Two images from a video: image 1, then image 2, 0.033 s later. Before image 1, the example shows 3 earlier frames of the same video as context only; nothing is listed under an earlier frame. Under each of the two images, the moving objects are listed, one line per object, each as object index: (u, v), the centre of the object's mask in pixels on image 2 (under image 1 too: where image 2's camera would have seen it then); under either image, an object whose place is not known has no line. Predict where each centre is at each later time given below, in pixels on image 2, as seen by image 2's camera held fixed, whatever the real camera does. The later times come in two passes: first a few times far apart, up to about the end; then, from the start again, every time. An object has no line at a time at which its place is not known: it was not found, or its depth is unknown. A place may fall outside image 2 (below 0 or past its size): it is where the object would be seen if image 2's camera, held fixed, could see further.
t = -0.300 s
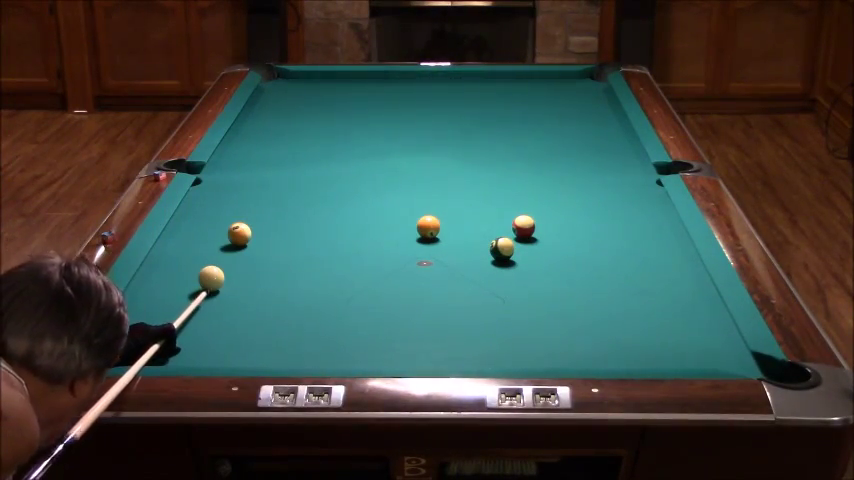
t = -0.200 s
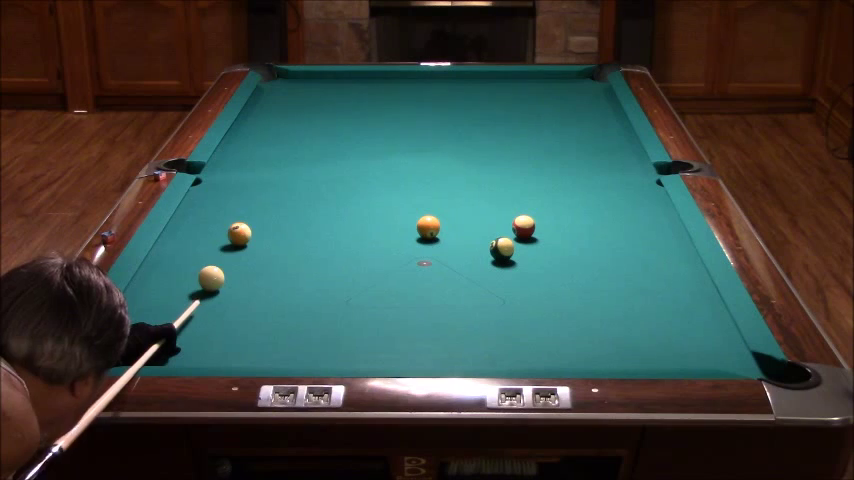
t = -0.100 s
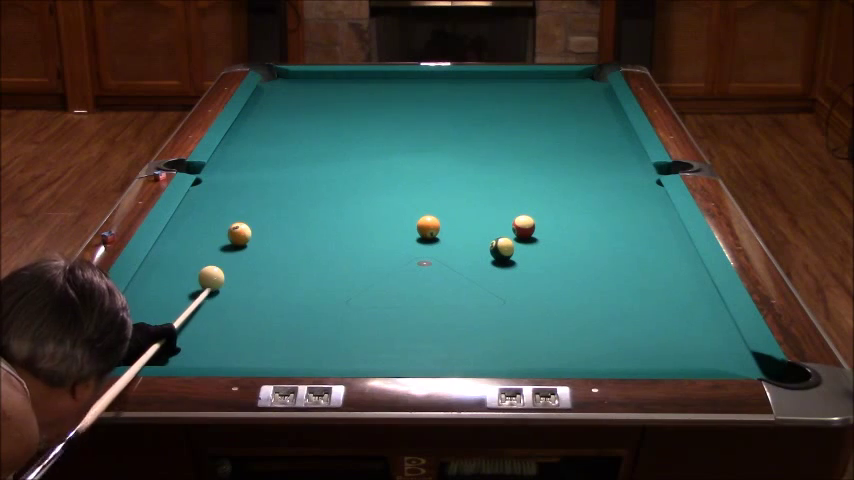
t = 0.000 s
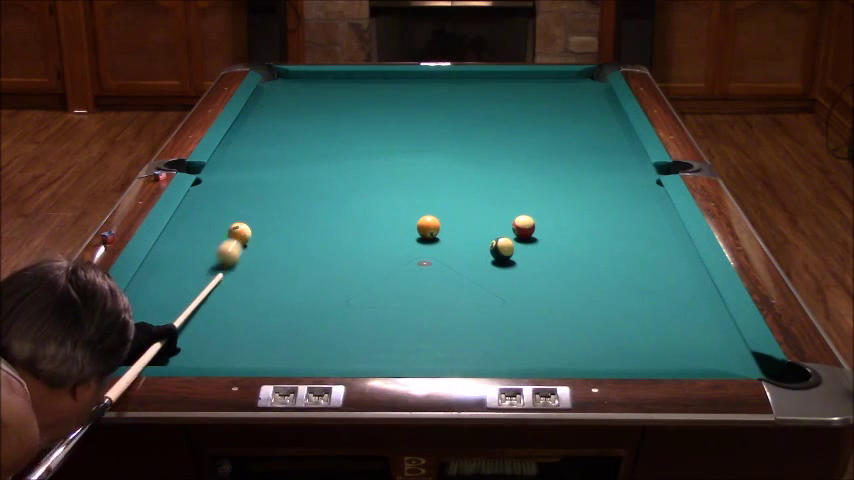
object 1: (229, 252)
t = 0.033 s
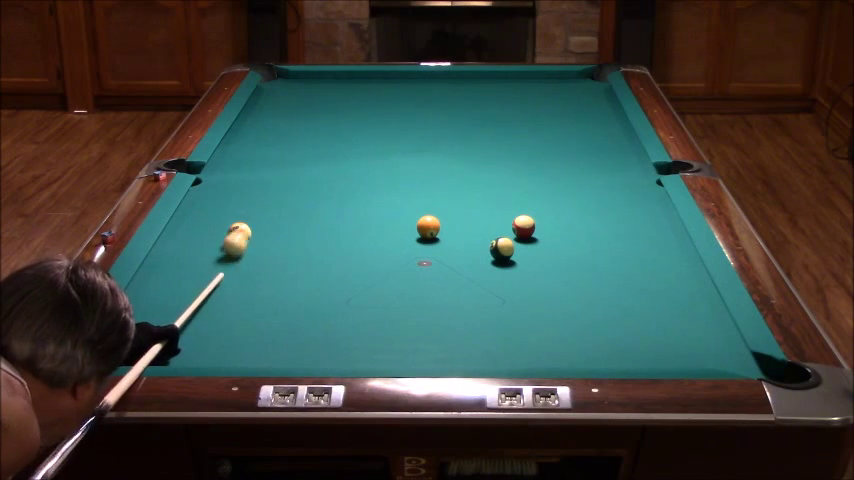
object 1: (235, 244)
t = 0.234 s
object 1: (250, 244)
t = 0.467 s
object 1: (263, 248)
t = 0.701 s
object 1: (274, 251)
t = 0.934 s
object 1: (285, 254)
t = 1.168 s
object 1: (294, 256)
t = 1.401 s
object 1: (301, 258)
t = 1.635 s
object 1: (307, 260)
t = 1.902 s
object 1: (311, 261)
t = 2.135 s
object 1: (313, 262)
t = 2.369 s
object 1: (313, 262)
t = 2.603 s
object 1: (313, 262)
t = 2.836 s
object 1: (314, 262)
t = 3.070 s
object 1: (313, 262)
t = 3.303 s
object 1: (313, 262)
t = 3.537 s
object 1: (313, 262)
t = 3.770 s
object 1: (313, 262)
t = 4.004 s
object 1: (313, 262)
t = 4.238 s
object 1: (313, 262)
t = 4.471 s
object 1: (313, 262)
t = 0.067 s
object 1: (239, 242)
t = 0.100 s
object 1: (242, 242)
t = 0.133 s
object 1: (244, 242)
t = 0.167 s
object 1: (246, 243)
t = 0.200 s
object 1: (248, 243)
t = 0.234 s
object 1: (250, 244)
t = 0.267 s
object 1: (252, 245)
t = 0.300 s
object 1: (254, 245)
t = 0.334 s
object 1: (255, 246)
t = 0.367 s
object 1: (258, 246)
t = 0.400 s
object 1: (259, 247)
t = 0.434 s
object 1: (261, 247)
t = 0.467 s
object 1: (263, 248)
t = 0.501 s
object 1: (264, 248)
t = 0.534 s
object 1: (266, 249)
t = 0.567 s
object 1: (268, 250)
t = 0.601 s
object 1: (270, 250)
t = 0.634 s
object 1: (271, 250)
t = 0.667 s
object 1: (273, 251)
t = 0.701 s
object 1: (274, 251)
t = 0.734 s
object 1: (276, 252)
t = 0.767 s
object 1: (278, 252)
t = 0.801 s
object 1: (279, 253)
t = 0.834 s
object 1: (280, 253)
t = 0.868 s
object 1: (282, 253)
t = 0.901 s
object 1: (283, 254)
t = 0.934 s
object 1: (285, 254)
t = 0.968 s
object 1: (286, 255)
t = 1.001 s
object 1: (287, 255)
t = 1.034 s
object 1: (289, 255)
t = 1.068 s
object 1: (290, 256)
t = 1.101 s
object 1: (291, 256)
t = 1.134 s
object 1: (292, 256)
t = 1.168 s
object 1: (294, 256)
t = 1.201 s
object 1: (295, 257)
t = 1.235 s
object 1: (296, 257)
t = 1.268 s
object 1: (297, 258)
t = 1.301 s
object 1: (298, 258)
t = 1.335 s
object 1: (299, 258)
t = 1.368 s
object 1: (300, 258)
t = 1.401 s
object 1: (301, 258)
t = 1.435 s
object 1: (302, 259)
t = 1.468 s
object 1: (303, 259)
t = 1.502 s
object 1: (303, 259)
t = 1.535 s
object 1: (305, 259)
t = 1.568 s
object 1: (305, 260)
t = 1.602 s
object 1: (306, 260)
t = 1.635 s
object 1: (307, 260)
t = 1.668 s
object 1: (307, 260)
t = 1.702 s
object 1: (308, 261)
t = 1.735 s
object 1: (308, 261)
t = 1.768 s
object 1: (309, 261)
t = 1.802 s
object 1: (309, 261)
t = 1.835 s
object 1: (310, 261)
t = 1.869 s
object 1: (310, 261)
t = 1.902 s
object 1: (311, 261)
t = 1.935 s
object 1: (311, 261)
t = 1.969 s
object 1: (311, 262)
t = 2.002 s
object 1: (312, 262)
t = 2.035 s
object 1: (312, 262)
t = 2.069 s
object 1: (312, 262)
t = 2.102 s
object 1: (312, 262)
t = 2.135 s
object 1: (313, 262)
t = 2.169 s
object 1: (313, 262)
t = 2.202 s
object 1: (313, 262)
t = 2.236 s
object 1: (313, 262)
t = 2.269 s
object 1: (313, 262)
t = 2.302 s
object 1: (313, 262)
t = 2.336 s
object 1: (313, 262)
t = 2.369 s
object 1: (313, 262)
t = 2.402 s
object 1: (314, 262)
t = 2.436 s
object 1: (314, 262)
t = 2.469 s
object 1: (314, 262)
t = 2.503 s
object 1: (313, 262)
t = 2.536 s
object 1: (314, 262)
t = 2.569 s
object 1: (313, 262)
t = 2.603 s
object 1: (313, 262)
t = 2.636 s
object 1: (314, 262)
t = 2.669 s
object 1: (314, 262)
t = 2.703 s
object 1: (313, 262)
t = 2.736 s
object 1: (313, 262)
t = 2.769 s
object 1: (313, 262)
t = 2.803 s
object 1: (313, 262)
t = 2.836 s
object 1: (314, 262)
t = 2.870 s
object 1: (314, 262)
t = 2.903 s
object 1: (314, 262)
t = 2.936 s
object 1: (313, 262)
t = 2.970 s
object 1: (313, 262)
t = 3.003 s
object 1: (313, 262)
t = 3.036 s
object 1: (313, 262)
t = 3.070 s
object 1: (313, 262)
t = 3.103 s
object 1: (313, 262)
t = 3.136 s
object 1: (313, 262)
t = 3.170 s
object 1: (313, 262)
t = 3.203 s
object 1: (313, 262)
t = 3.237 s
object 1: (313, 262)
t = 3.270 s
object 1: (313, 262)
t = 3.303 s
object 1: (313, 262)
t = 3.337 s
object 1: (313, 262)
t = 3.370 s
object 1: (313, 262)
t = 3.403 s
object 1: (313, 262)
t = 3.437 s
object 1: (313, 262)
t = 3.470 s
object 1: (313, 262)
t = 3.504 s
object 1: (313, 262)
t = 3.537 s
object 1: (313, 262)
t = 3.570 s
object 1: (313, 262)
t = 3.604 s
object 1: (313, 262)
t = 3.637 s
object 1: (313, 262)
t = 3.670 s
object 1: (313, 262)
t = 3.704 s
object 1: (313, 262)
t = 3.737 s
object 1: (313, 262)
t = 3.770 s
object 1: (313, 262)
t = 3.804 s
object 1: (313, 262)
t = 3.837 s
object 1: (313, 262)
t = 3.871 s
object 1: (313, 262)
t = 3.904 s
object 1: (313, 262)
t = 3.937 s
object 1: (313, 262)
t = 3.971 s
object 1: (313, 262)
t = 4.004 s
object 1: (313, 262)
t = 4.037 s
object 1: (313, 262)
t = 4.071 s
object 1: (313, 262)
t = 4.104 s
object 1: (313, 262)
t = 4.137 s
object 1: (313, 262)
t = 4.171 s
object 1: (313, 262)
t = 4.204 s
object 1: (313, 262)
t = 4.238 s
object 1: (313, 262)
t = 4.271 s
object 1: (313, 262)
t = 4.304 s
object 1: (314, 262)
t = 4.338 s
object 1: (314, 262)
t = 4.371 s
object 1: (314, 262)
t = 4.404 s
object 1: (313, 262)
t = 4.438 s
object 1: (313, 262)
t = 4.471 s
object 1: (313, 262)
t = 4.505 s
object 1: (313, 262)
